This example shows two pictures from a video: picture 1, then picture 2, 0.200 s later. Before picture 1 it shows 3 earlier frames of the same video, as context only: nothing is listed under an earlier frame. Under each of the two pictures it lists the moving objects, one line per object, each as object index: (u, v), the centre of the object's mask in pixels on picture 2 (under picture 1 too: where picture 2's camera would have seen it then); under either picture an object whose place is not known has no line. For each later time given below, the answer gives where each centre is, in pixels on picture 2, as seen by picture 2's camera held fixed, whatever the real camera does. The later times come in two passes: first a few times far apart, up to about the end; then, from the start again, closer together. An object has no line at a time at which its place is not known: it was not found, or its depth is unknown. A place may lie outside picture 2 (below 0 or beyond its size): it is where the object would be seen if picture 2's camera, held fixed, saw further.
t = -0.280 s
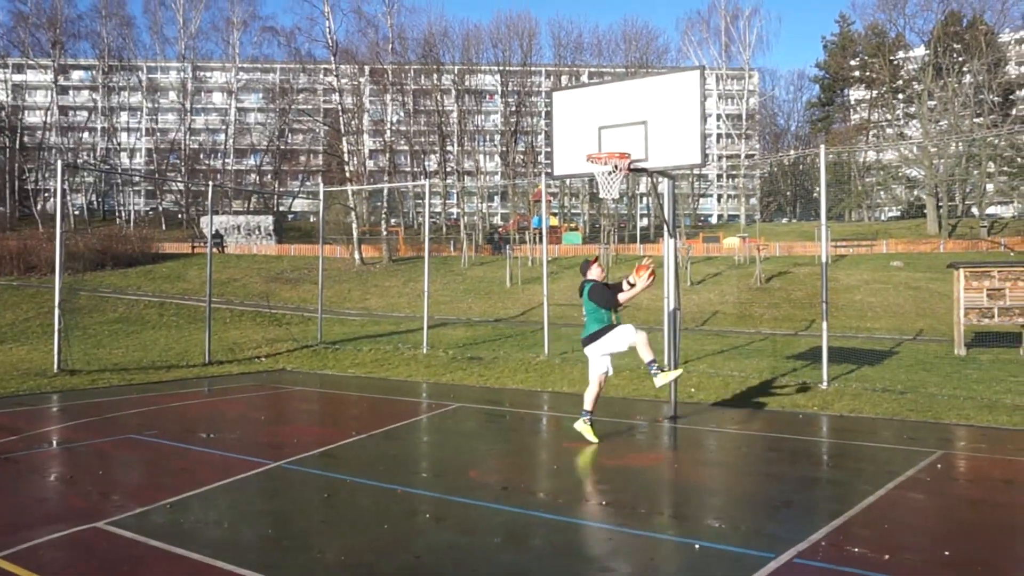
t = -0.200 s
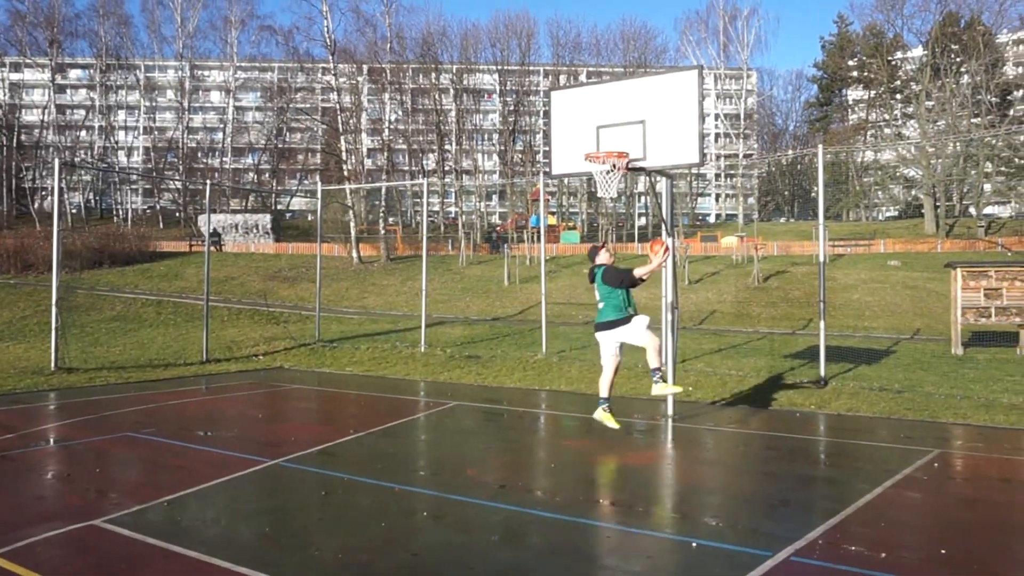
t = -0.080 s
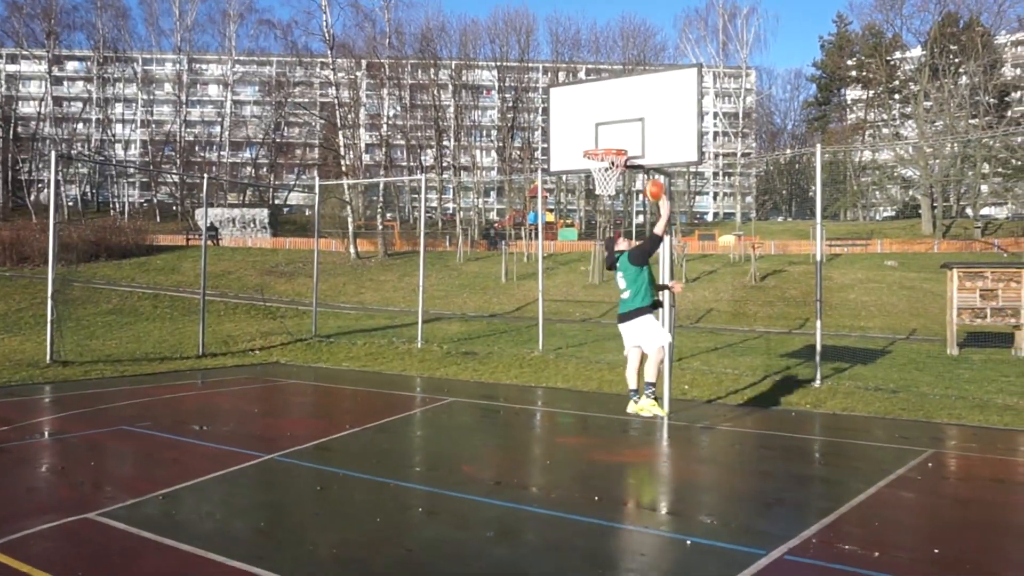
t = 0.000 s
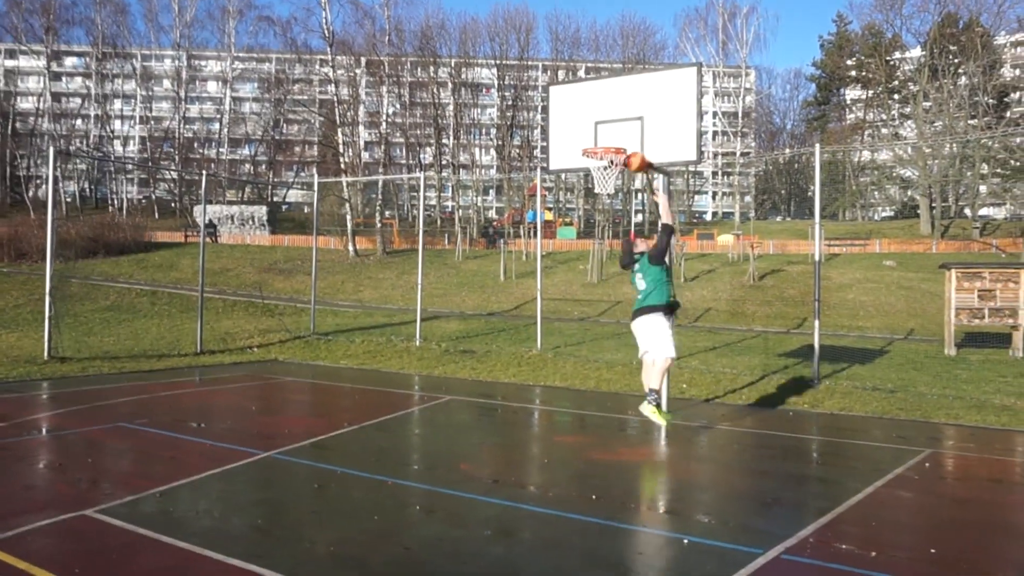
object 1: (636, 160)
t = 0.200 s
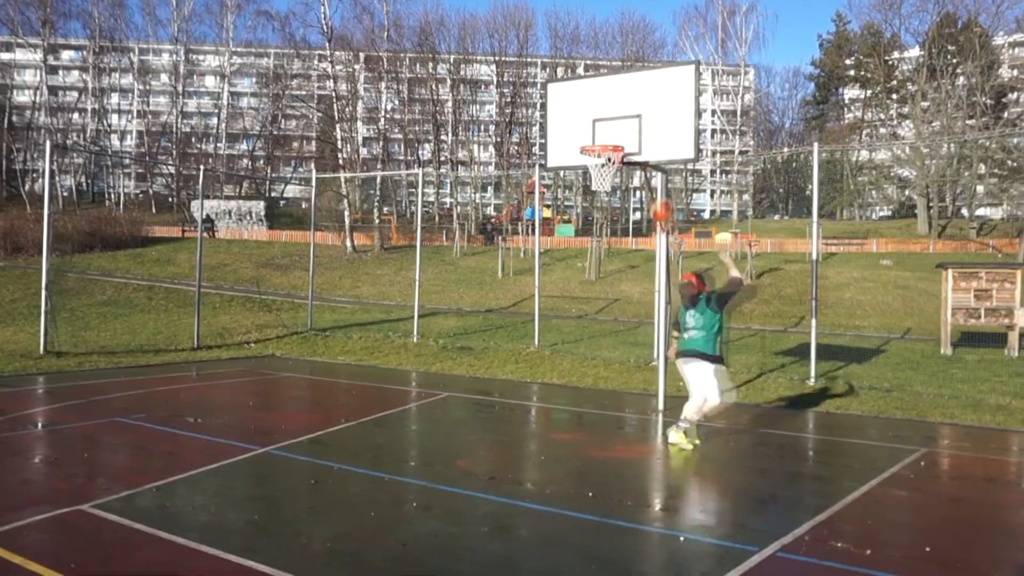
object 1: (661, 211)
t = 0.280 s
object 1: (674, 265)
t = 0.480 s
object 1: (706, 470)
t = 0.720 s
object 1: (726, 331)
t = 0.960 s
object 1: (752, 256)
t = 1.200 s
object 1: (787, 358)
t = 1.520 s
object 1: (874, 587)
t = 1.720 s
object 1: (980, 507)
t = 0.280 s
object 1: (674, 265)
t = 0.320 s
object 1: (678, 290)
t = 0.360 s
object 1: (682, 317)
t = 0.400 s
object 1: (687, 348)
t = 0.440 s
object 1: (698, 423)
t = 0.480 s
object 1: (706, 470)
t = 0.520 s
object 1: (710, 446)
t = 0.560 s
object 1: (713, 423)
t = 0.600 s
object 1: (716, 401)
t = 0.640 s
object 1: (719, 380)
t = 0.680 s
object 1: (723, 349)
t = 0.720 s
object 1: (726, 331)
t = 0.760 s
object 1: (730, 307)
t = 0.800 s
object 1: (734, 288)
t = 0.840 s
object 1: (738, 279)
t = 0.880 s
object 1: (742, 267)
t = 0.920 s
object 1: (748, 257)
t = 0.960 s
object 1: (752, 256)
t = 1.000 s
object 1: (757, 256)
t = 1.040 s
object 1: (764, 264)
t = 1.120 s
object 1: (773, 289)
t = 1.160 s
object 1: (778, 306)
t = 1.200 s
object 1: (787, 358)
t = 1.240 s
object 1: (793, 396)
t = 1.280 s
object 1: (800, 437)
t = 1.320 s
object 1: (811, 543)
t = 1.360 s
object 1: (817, 591)
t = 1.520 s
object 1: (874, 587)
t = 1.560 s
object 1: (889, 564)
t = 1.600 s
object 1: (906, 537)
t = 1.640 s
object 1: (930, 519)
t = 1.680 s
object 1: (957, 508)
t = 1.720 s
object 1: (980, 507)
